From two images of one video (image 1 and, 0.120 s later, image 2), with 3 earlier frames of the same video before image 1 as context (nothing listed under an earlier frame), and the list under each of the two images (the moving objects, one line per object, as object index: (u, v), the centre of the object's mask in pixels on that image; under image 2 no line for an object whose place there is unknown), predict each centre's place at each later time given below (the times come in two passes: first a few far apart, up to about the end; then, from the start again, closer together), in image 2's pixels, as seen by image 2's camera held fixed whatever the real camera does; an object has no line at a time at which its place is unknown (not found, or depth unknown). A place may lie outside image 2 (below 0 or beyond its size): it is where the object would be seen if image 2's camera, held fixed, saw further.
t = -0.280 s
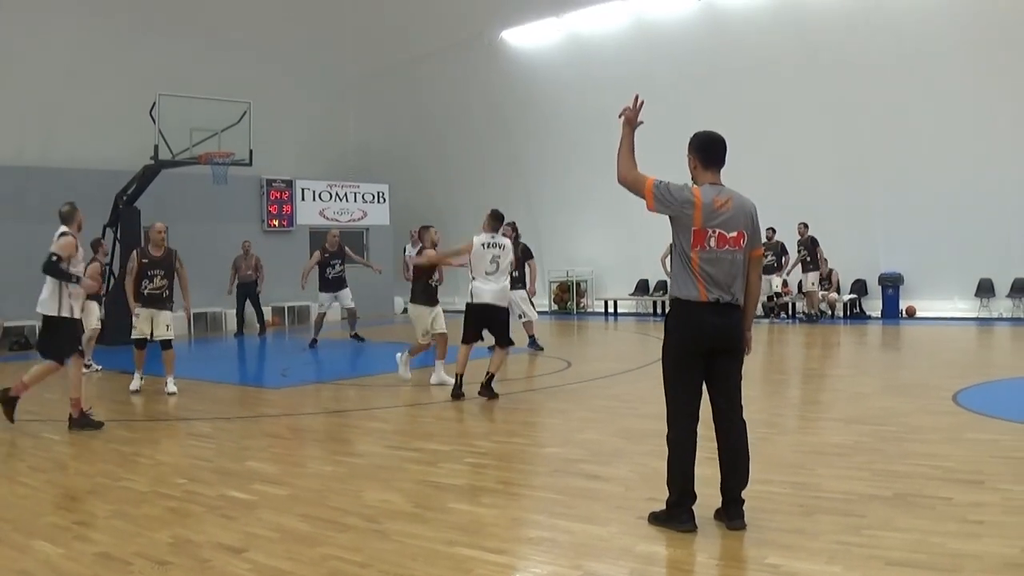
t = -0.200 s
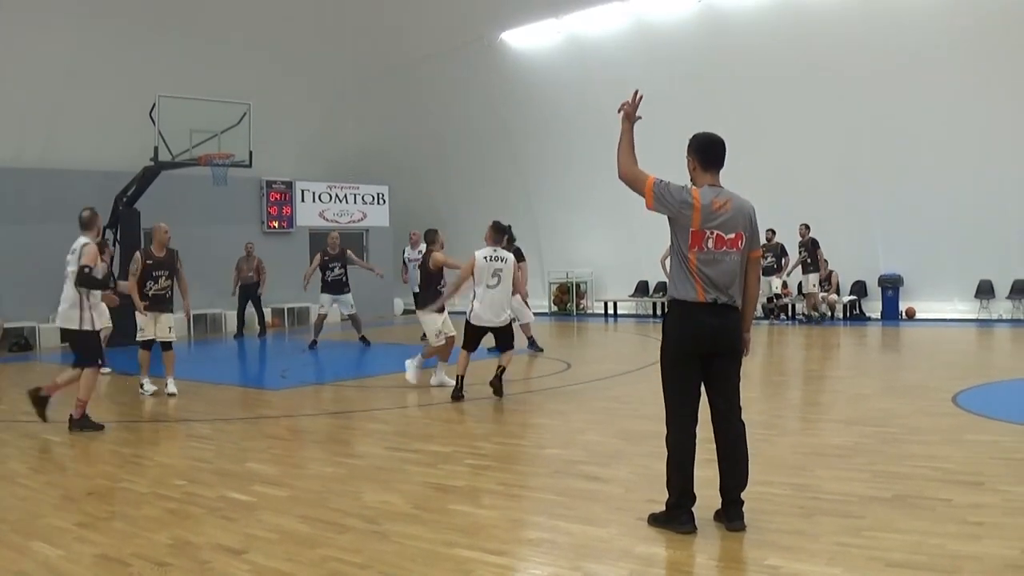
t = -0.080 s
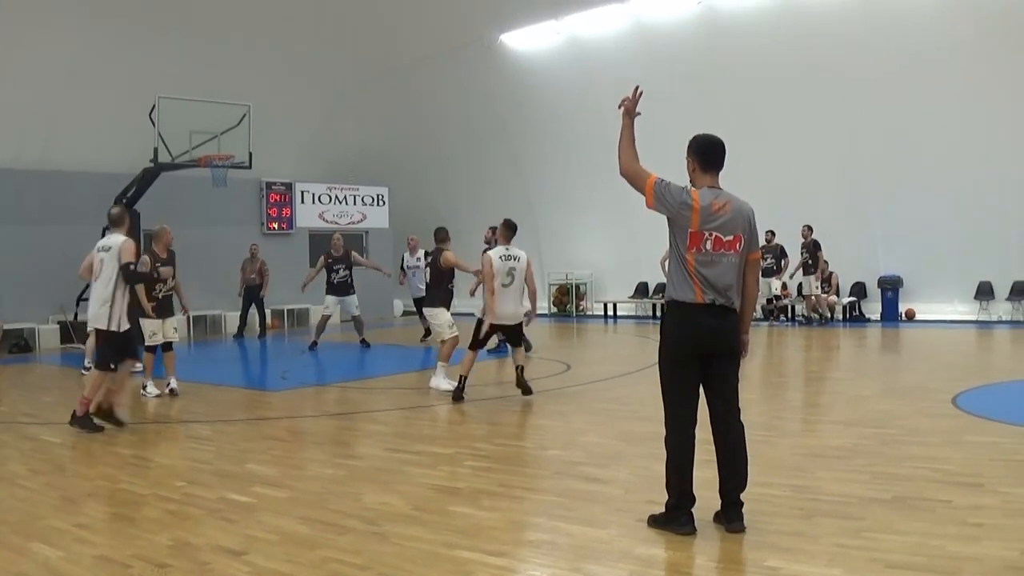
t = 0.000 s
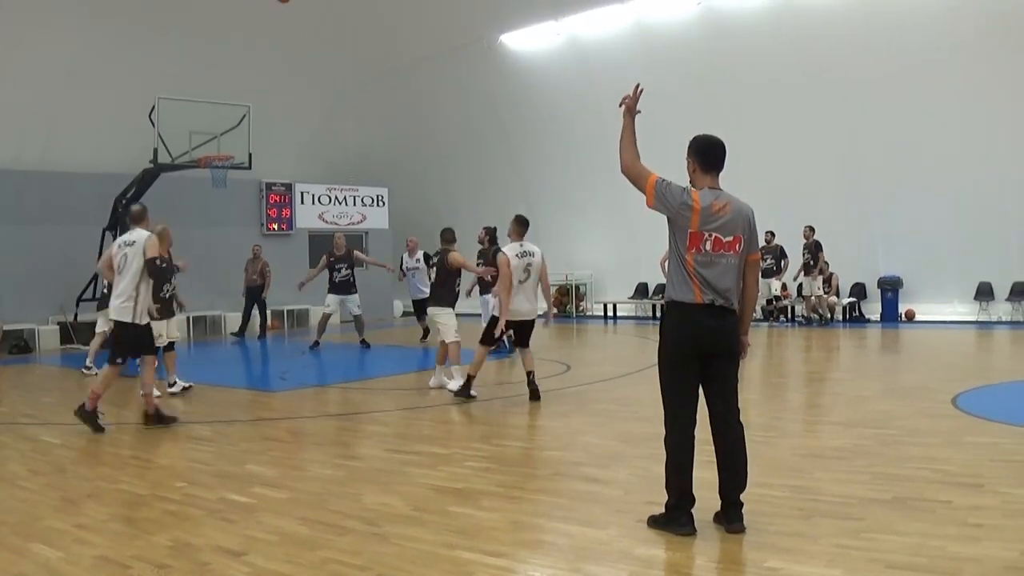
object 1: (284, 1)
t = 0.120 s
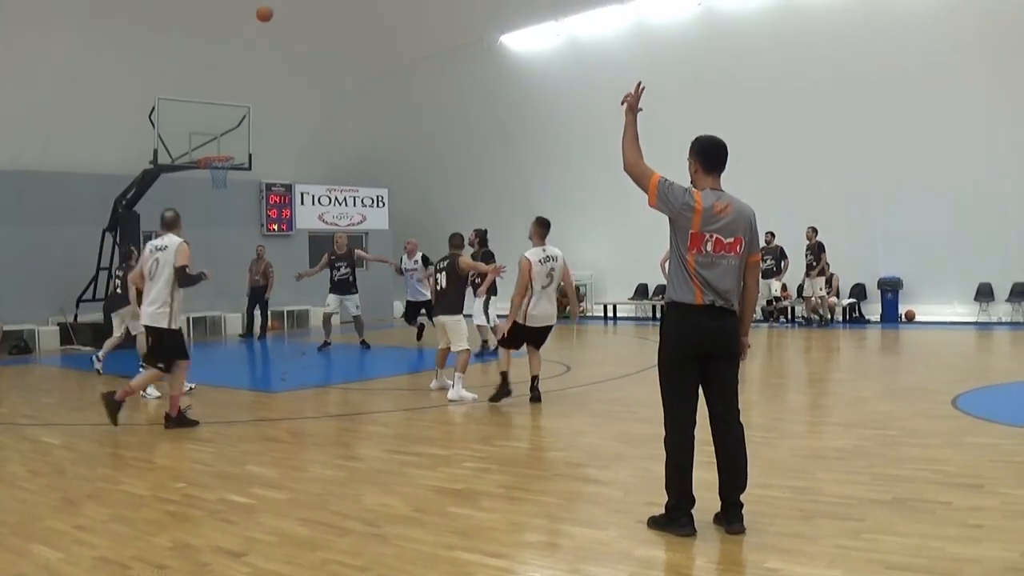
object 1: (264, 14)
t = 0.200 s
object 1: (252, 31)
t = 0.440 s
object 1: (219, 101)
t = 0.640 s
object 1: (230, 163)
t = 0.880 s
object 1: (219, 171)
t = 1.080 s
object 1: (212, 192)
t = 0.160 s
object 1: (258, 21)
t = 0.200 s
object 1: (252, 31)
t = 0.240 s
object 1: (246, 40)
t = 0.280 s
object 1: (241, 51)
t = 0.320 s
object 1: (235, 62)
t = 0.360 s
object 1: (230, 74)
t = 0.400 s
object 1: (225, 87)
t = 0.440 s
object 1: (219, 101)
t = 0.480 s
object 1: (214, 116)
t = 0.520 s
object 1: (210, 130)
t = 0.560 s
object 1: (212, 142)
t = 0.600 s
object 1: (219, 151)
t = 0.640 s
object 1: (230, 163)
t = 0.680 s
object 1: (229, 166)
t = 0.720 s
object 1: (228, 166)
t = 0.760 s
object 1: (226, 165)
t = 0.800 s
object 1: (224, 167)
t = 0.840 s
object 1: (221, 169)
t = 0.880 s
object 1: (219, 171)
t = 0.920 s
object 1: (217, 173)
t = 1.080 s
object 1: (212, 192)
